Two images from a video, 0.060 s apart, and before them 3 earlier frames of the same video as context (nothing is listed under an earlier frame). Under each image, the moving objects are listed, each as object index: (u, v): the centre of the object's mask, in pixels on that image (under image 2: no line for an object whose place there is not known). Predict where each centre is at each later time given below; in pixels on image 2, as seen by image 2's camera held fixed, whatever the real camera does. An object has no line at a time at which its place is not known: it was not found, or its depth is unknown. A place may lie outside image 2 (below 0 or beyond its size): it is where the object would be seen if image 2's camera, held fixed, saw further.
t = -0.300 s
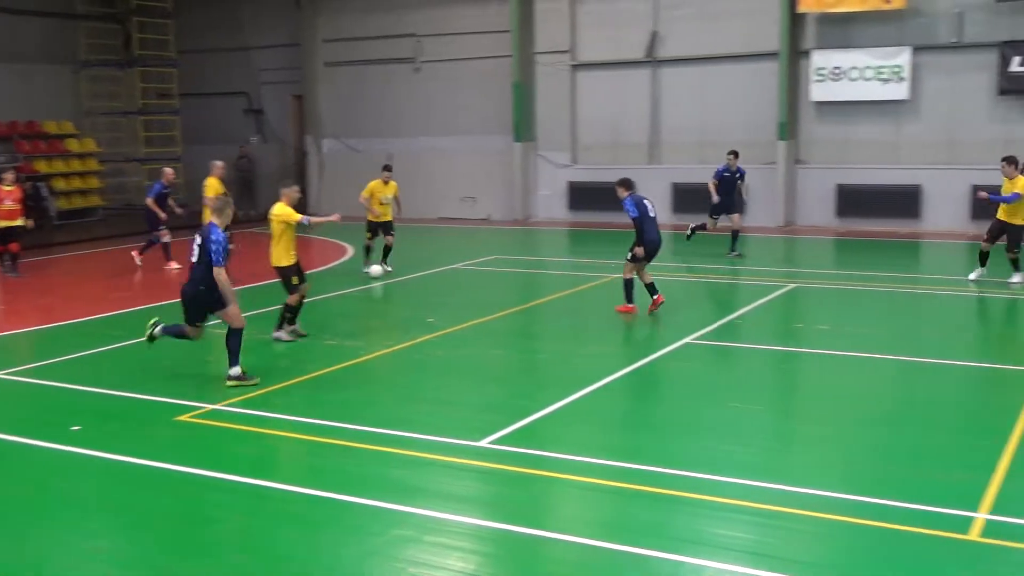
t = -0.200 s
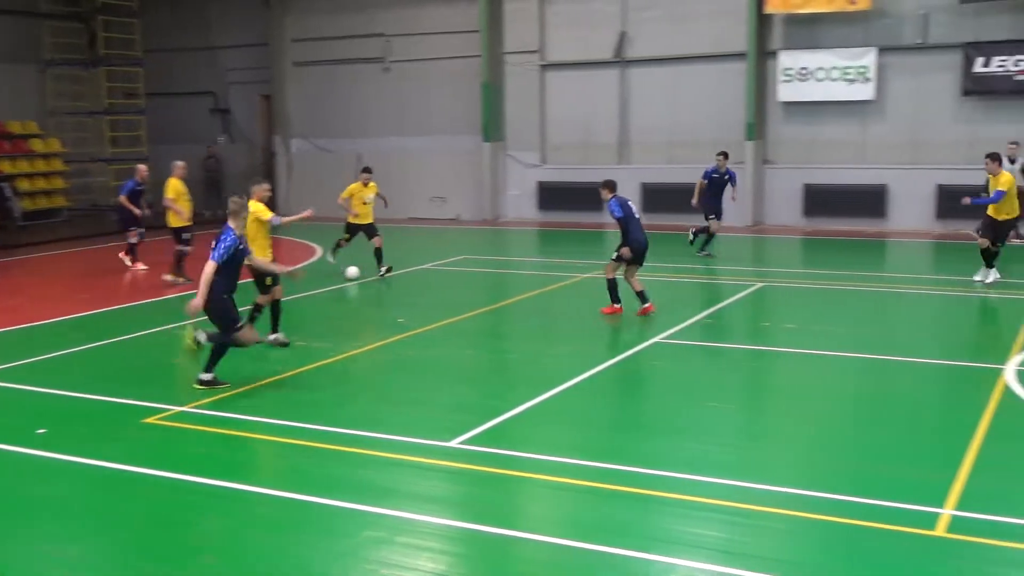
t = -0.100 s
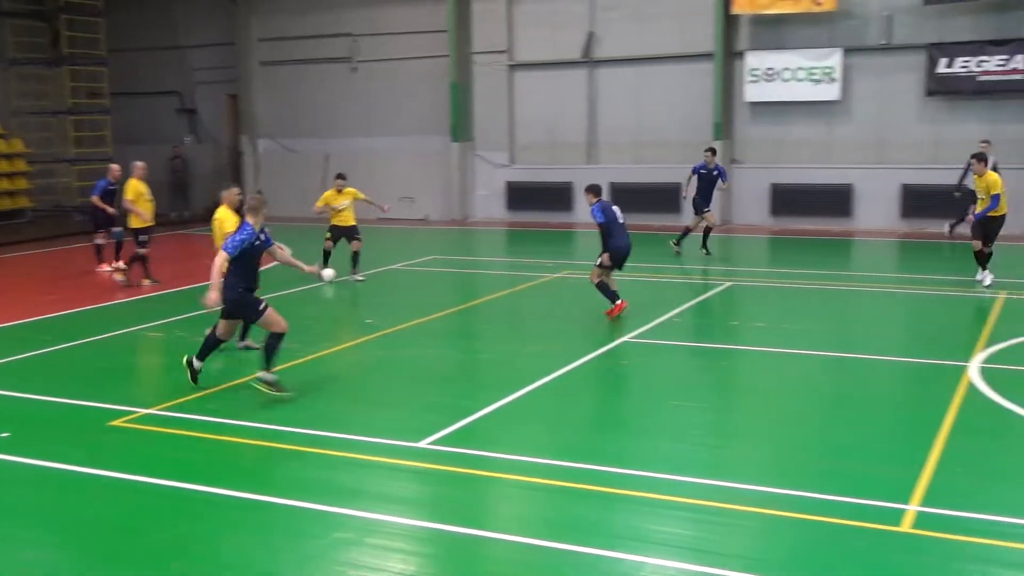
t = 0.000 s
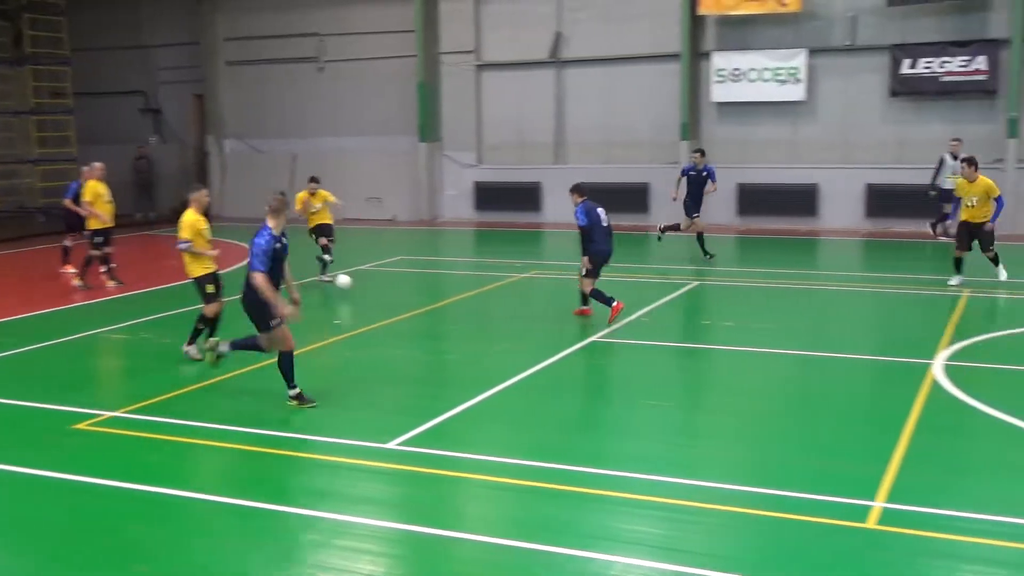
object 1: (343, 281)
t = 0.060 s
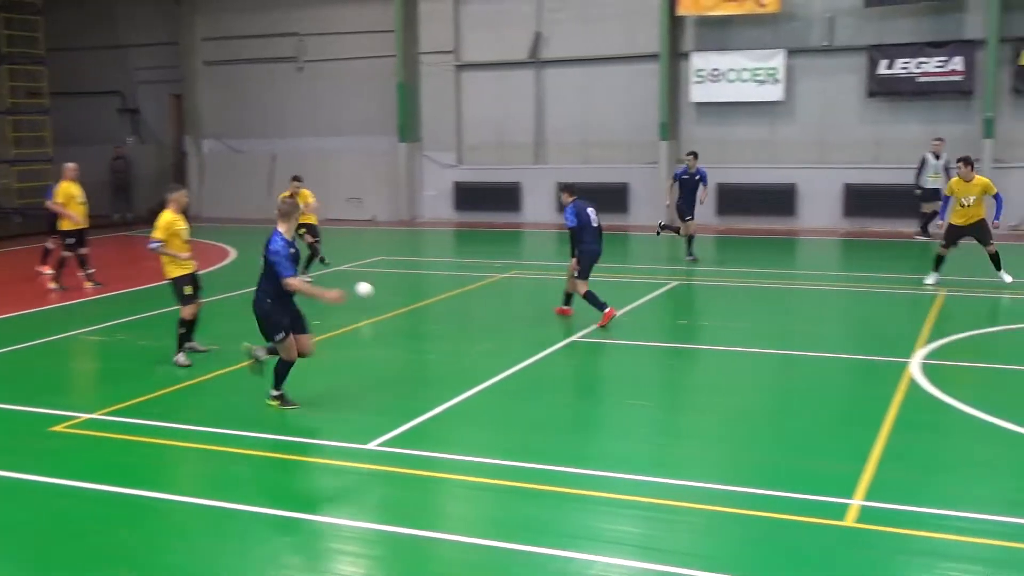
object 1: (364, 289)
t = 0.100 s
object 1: (400, 296)
